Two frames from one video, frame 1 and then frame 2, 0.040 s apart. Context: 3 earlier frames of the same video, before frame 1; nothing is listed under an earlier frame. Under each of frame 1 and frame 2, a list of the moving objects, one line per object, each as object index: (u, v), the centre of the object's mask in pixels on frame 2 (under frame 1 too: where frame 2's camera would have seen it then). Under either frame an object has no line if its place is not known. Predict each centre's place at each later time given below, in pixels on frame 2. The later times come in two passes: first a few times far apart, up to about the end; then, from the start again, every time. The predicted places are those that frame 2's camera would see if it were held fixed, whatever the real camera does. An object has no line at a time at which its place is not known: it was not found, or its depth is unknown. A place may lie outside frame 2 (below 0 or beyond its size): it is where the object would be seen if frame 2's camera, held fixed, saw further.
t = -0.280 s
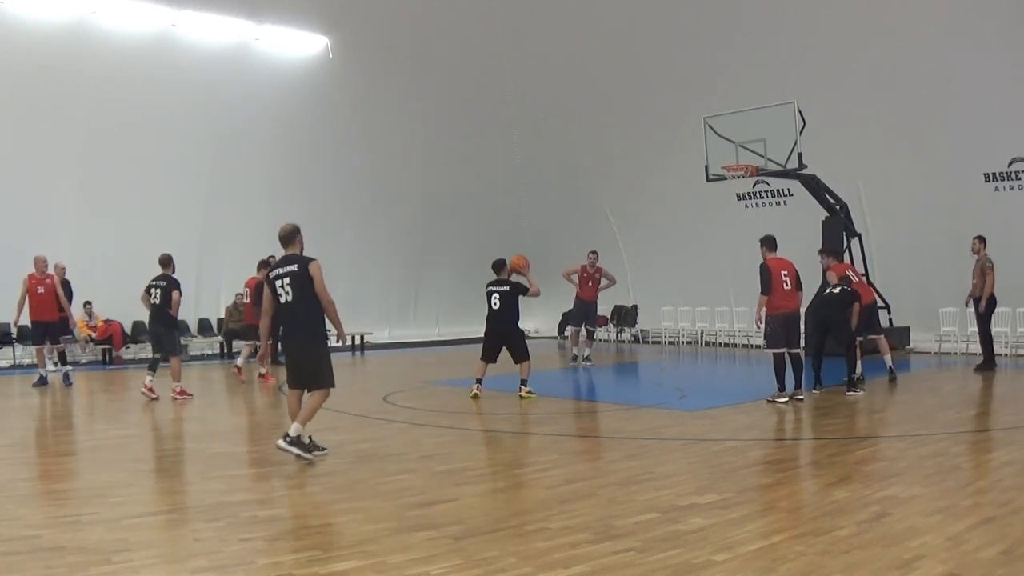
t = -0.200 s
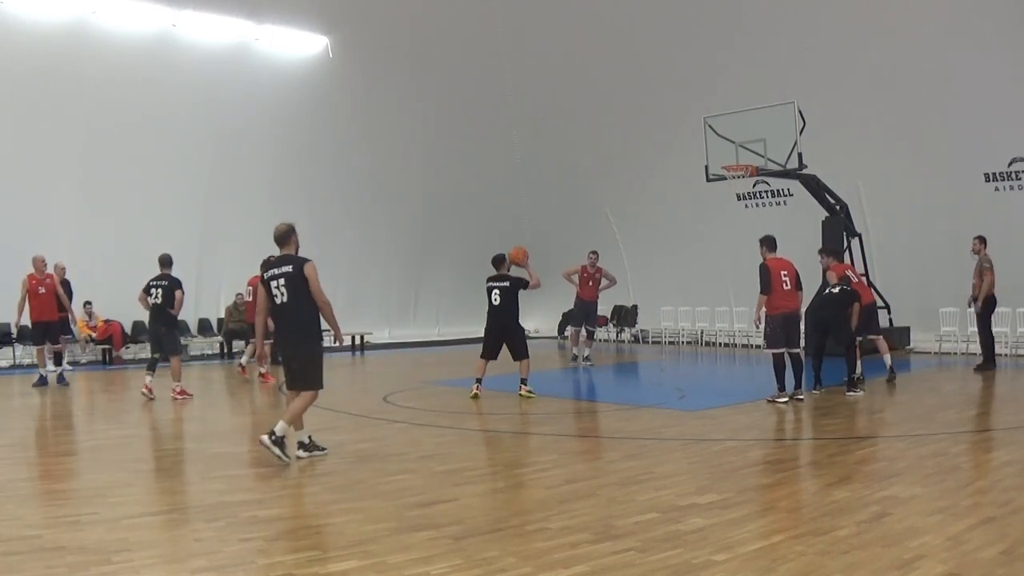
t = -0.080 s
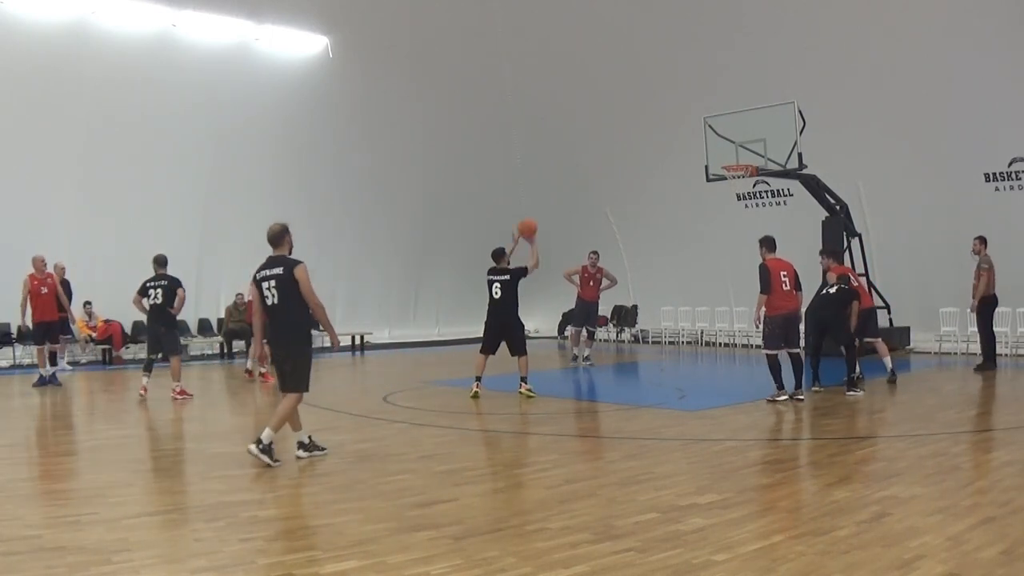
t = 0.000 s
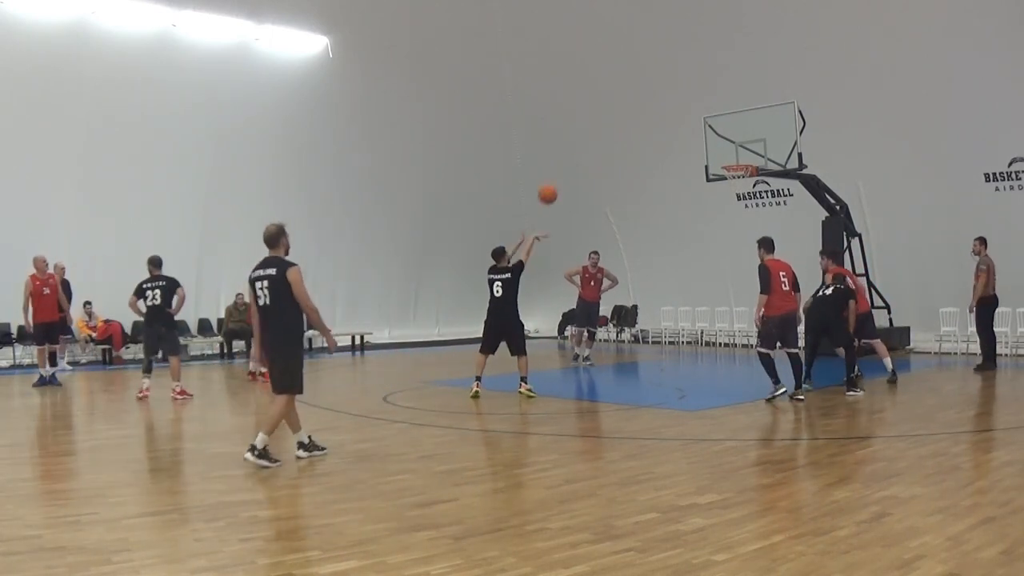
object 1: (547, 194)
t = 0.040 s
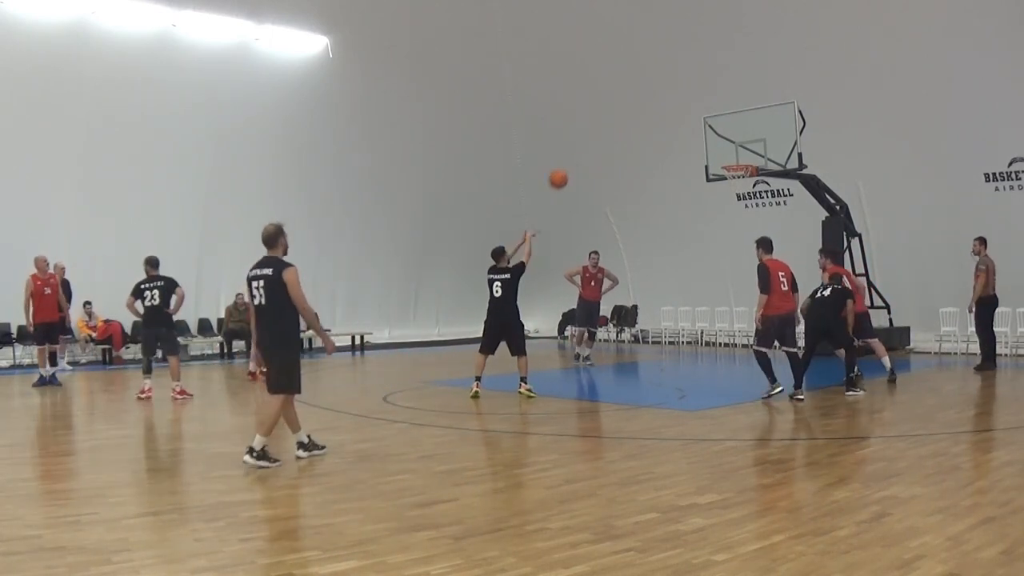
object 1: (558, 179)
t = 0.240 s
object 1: (607, 125)
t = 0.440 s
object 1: (653, 105)
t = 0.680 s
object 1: (702, 118)
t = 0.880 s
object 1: (740, 156)
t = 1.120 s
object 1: (738, 176)
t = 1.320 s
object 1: (743, 183)
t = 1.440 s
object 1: (739, 195)
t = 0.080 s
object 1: (569, 165)
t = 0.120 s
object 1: (579, 153)
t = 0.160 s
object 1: (588, 142)
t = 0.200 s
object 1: (598, 133)
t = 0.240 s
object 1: (607, 125)
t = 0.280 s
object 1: (617, 119)
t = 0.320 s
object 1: (626, 113)
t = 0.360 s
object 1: (635, 110)
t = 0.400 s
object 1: (644, 107)
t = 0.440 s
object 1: (653, 105)
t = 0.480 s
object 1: (661, 105)
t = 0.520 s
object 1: (670, 105)
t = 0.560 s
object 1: (678, 107)
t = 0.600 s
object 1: (686, 109)
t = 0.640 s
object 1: (694, 113)
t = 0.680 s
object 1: (702, 118)
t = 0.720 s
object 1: (710, 123)
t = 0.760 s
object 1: (718, 130)
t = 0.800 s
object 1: (725, 138)
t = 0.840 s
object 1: (733, 147)
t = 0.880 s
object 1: (740, 156)
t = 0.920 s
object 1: (743, 162)
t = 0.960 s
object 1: (733, 166)
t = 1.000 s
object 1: (731, 169)
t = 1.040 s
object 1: (733, 174)
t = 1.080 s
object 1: (735, 174)
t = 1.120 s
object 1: (738, 176)
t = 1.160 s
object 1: (741, 178)
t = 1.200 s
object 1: (742, 178)
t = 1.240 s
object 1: (742, 178)
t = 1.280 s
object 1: (742, 180)
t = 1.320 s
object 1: (743, 183)
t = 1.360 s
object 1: (741, 186)
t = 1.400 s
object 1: (740, 190)
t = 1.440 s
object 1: (739, 195)
